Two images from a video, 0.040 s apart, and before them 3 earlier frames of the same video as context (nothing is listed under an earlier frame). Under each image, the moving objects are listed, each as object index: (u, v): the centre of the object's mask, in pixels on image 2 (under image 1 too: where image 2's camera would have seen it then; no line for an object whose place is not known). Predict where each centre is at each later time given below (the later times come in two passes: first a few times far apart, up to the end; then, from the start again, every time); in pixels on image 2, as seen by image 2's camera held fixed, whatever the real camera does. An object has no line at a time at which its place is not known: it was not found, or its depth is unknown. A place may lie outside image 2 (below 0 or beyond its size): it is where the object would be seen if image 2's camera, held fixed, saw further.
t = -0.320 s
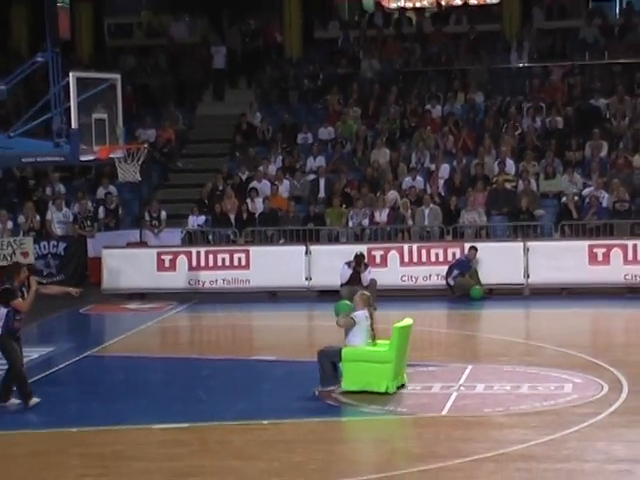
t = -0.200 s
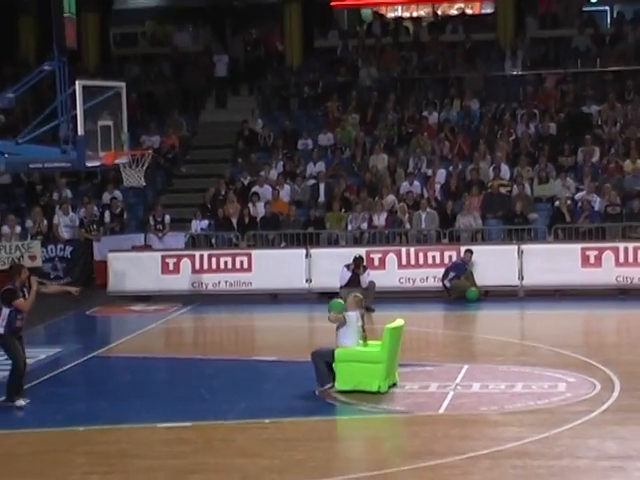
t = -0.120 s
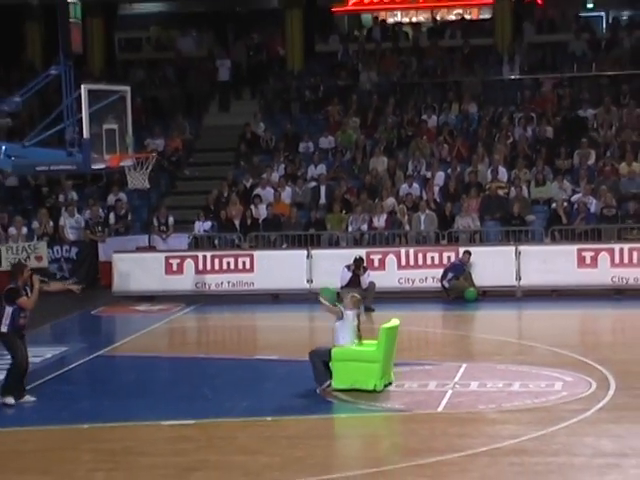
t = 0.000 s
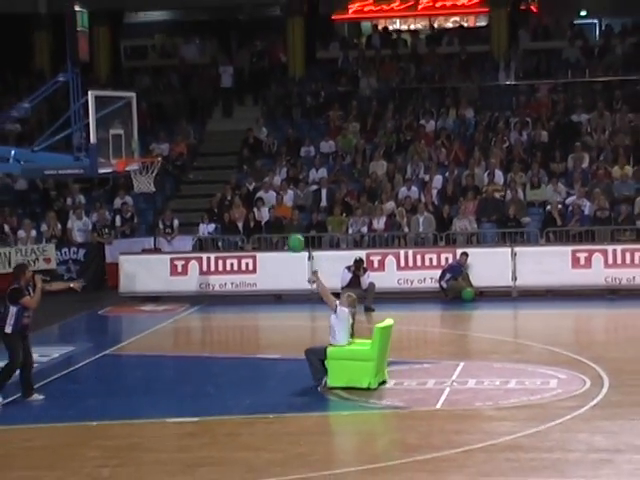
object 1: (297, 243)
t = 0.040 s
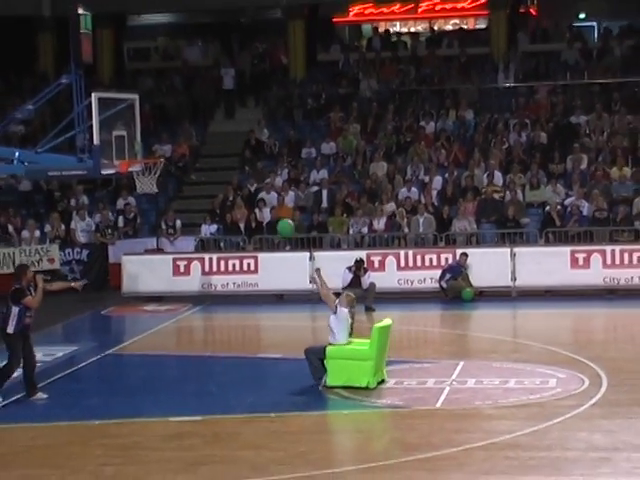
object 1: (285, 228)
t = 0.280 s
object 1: (218, 158)
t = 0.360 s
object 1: (197, 144)
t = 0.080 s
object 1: (274, 214)
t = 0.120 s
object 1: (262, 199)
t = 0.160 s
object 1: (252, 187)
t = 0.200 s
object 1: (240, 176)
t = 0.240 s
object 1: (229, 166)
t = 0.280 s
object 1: (218, 158)
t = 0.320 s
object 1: (207, 151)
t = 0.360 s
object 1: (197, 144)
